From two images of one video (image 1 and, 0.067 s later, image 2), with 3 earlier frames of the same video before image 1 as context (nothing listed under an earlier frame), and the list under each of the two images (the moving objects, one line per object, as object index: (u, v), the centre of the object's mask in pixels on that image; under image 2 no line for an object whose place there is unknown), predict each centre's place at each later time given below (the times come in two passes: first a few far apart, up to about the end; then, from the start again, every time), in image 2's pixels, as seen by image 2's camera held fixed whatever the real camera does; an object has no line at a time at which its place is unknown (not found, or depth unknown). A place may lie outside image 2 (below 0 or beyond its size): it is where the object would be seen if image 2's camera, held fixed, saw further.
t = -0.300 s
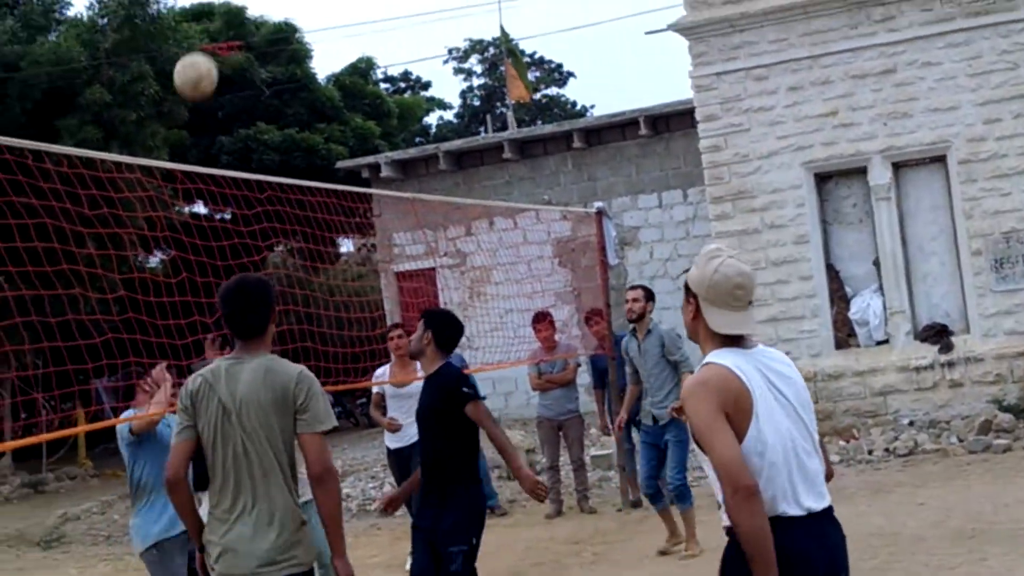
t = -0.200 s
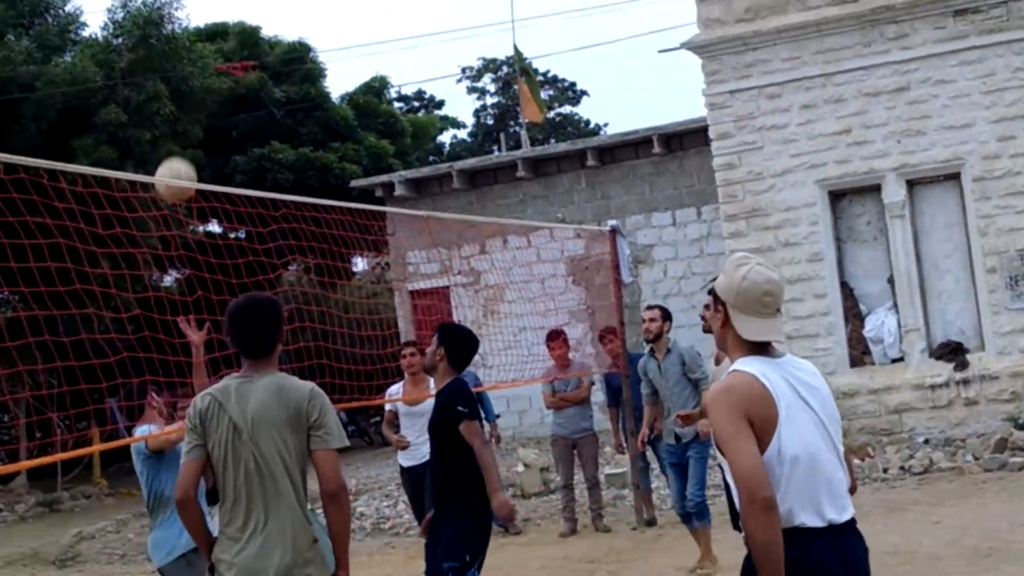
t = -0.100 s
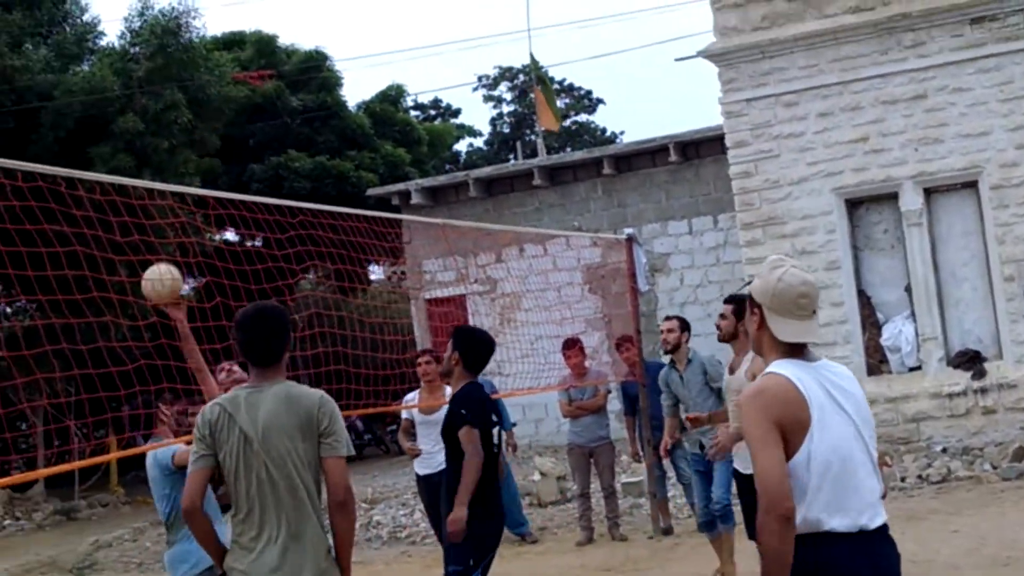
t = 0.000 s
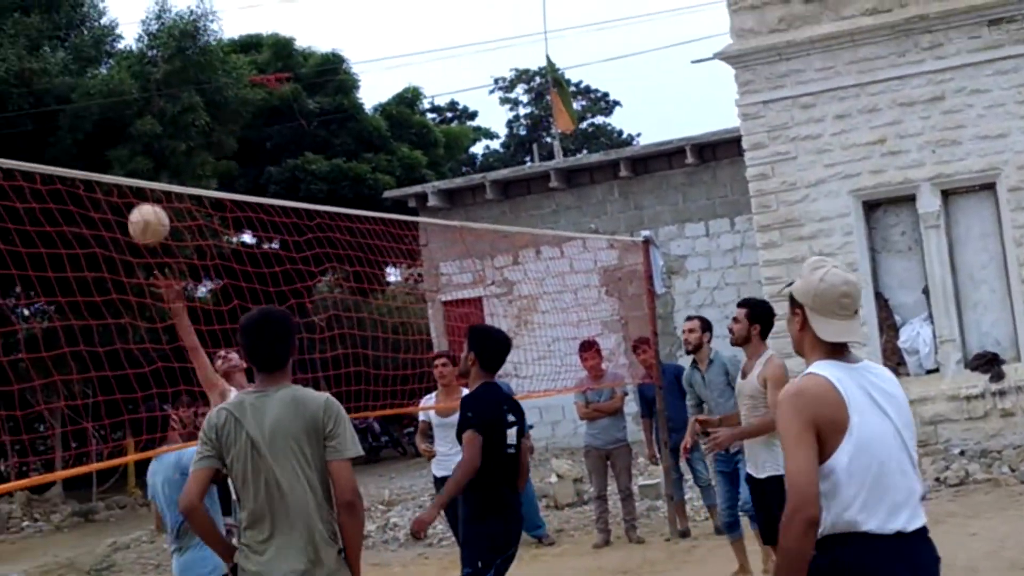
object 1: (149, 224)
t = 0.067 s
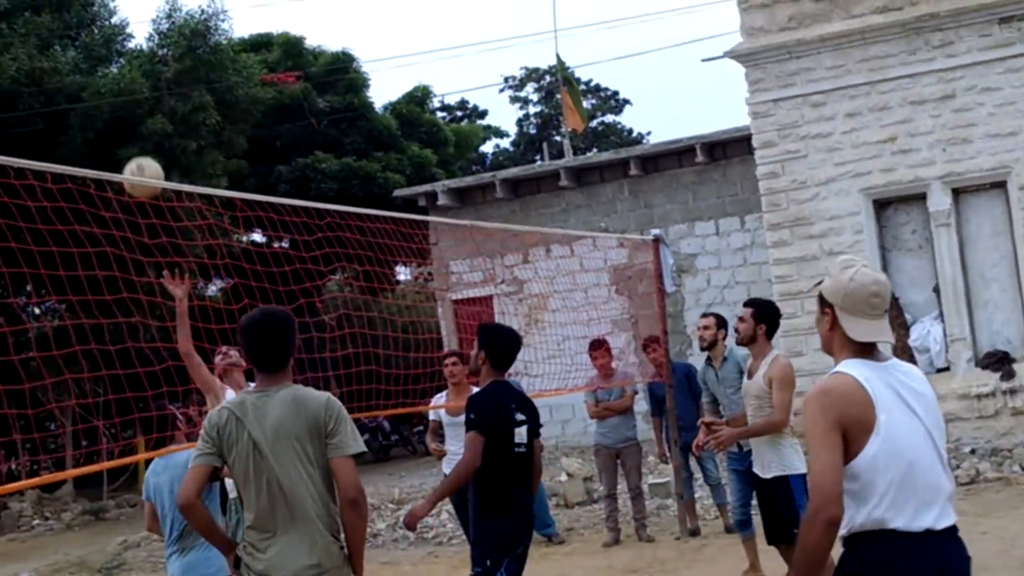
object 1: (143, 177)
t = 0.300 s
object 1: (96, 81)
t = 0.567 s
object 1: (57, 94)
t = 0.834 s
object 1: (45, 255)
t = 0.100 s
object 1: (136, 156)
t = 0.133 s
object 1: (128, 140)
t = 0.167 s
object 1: (121, 124)
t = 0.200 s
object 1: (114, 110)
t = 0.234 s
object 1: (107, 99)
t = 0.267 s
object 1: (102, 89)
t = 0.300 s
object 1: (96, 81)
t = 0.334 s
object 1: (90, 76)
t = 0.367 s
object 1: (85, 71)
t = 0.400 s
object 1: (80, 70)
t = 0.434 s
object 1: (75, 70)
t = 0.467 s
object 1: (70, 72)
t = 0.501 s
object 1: (65, 78)
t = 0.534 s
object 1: (61, 85)
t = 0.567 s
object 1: (57, 94)
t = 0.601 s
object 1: (53, 105)
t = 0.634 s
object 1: (50, 119)
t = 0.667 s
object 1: (49, 135)
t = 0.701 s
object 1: (48, 148)
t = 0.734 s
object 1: (45, 177)
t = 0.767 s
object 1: (45, 199)
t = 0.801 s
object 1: (45, 225)
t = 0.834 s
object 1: (45, 255)
